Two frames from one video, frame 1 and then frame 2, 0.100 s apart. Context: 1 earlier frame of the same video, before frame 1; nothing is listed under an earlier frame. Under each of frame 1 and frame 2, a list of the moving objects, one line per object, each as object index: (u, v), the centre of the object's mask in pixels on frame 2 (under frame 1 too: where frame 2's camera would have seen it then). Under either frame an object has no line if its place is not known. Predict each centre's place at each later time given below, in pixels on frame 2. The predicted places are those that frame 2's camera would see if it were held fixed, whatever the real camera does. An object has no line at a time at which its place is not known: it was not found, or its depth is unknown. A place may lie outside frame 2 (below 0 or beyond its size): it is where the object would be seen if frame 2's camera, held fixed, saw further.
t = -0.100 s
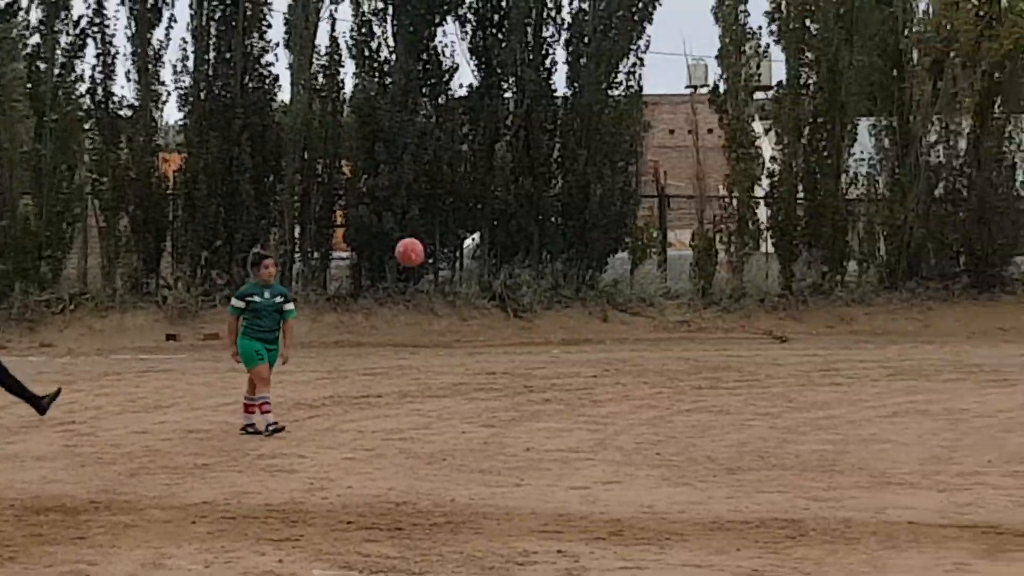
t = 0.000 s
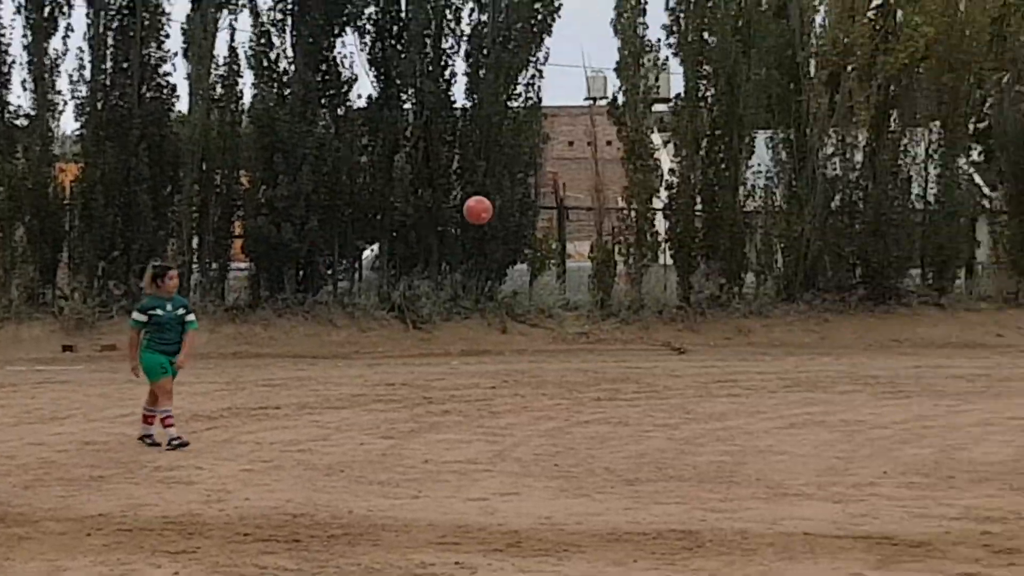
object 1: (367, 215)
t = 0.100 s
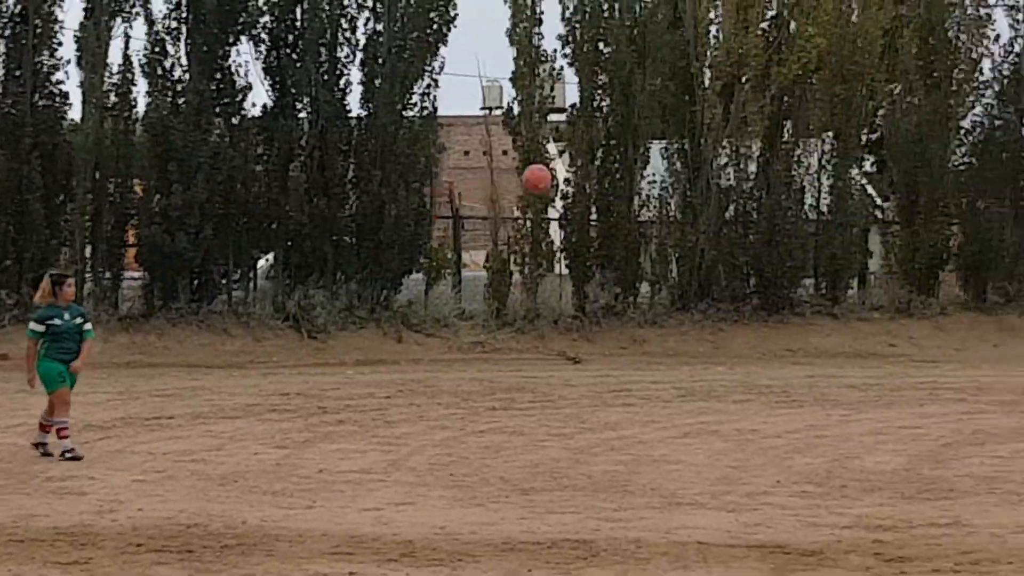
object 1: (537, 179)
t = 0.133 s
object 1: (590, 169)
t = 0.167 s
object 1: (641, 160)
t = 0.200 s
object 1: (692, 152)
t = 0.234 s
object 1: (743, 145)
